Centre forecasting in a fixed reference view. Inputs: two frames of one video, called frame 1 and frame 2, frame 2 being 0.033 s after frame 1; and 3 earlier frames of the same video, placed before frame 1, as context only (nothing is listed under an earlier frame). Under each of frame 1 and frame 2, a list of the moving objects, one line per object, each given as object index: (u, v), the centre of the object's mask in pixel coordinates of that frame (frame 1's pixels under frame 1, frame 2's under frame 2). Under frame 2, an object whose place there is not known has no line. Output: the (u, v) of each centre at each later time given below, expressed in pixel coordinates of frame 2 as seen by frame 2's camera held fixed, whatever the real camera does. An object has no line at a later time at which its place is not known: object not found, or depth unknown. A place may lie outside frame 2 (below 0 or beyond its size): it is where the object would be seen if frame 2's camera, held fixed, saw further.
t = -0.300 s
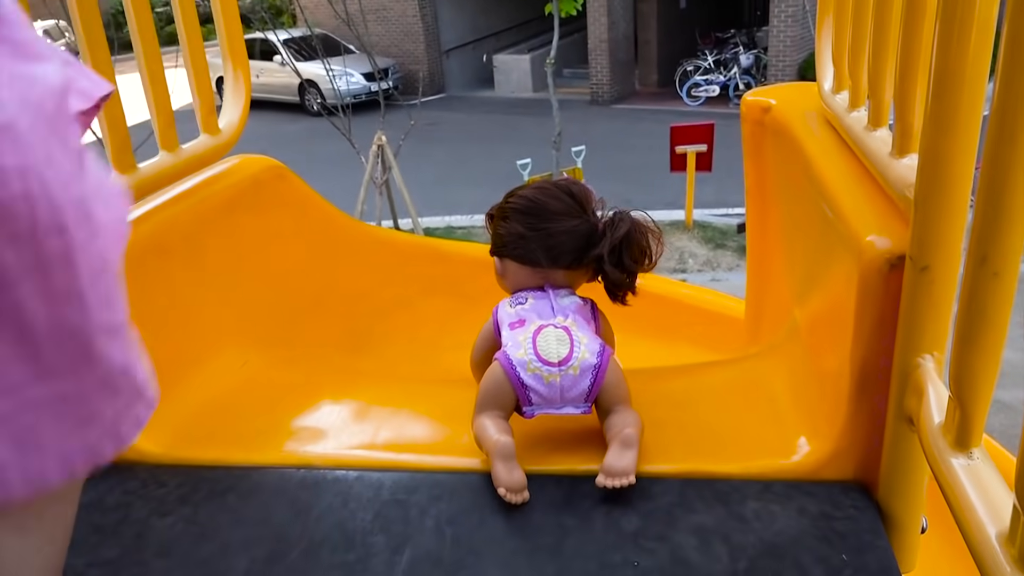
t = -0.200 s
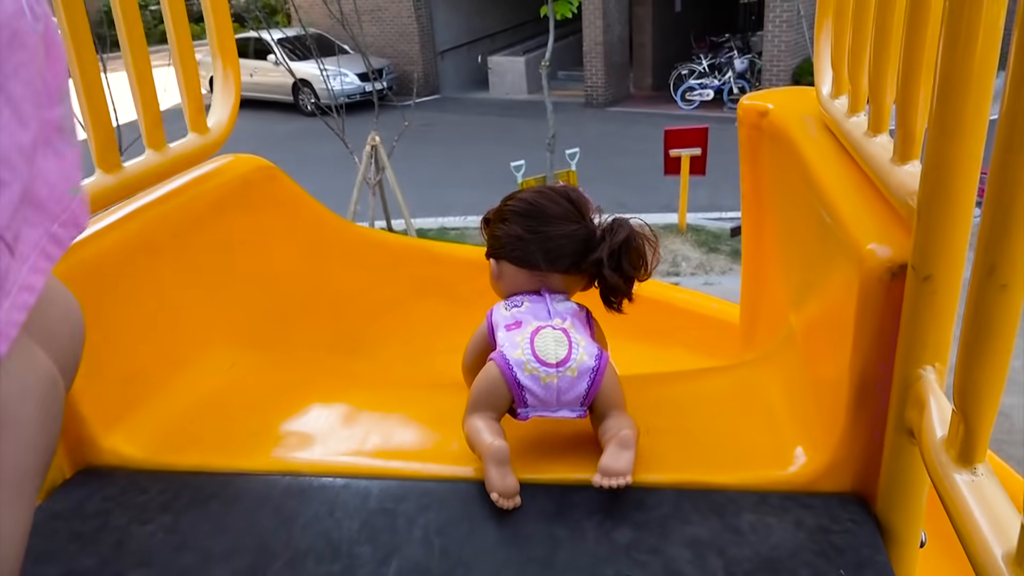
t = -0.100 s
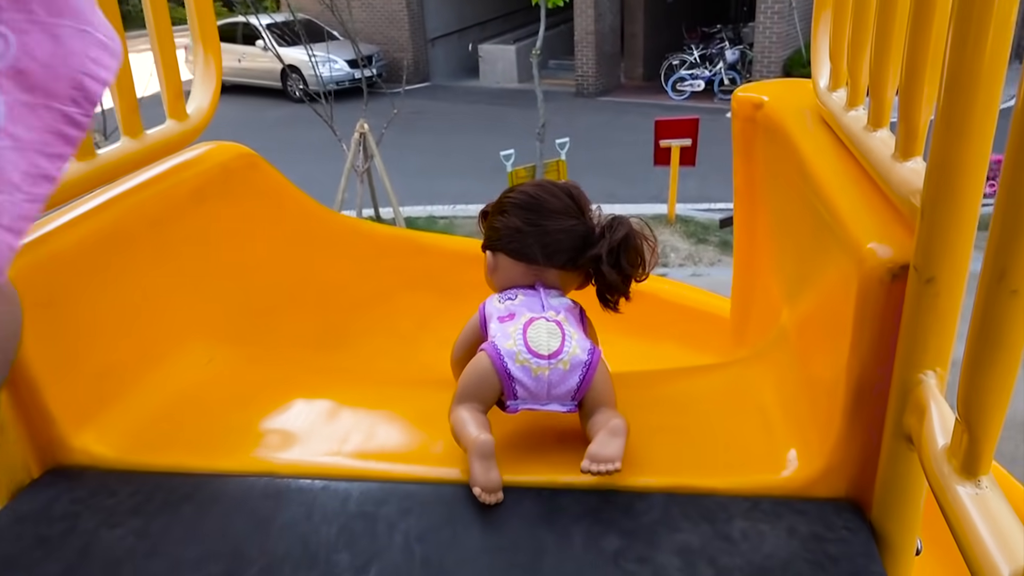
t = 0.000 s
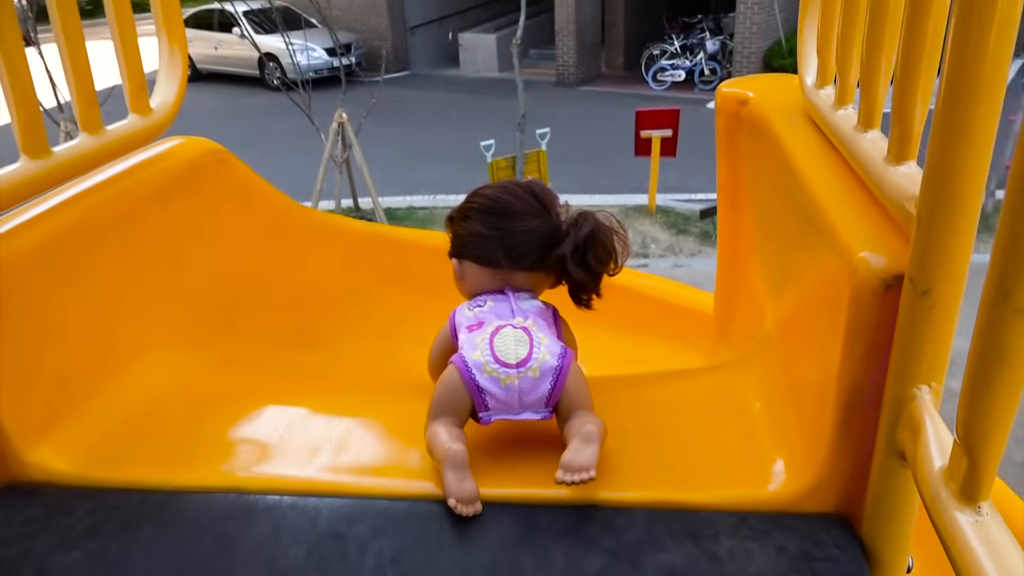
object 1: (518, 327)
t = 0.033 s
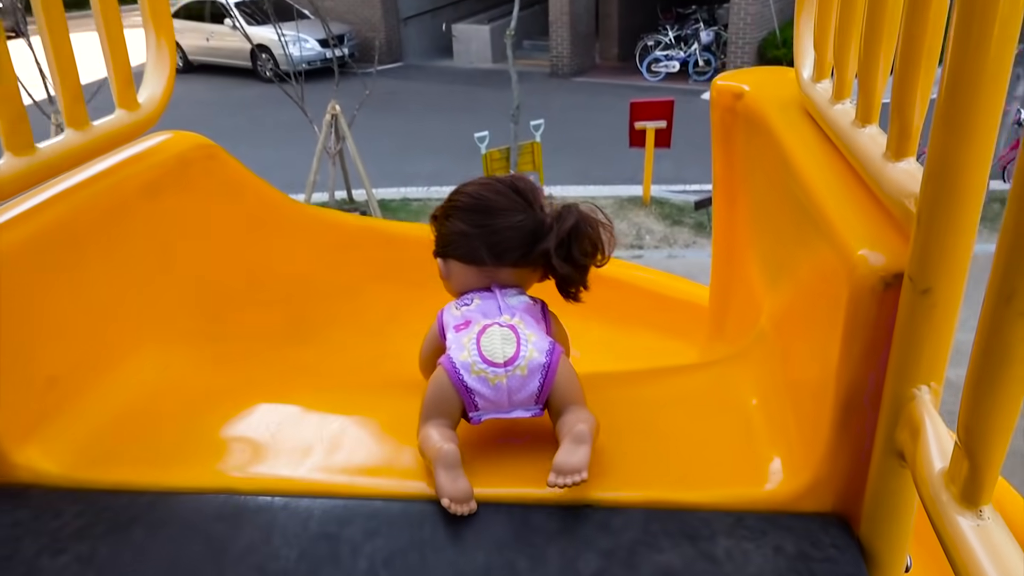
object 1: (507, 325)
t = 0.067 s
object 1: (501, 325)
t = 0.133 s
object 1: (494, 322)
